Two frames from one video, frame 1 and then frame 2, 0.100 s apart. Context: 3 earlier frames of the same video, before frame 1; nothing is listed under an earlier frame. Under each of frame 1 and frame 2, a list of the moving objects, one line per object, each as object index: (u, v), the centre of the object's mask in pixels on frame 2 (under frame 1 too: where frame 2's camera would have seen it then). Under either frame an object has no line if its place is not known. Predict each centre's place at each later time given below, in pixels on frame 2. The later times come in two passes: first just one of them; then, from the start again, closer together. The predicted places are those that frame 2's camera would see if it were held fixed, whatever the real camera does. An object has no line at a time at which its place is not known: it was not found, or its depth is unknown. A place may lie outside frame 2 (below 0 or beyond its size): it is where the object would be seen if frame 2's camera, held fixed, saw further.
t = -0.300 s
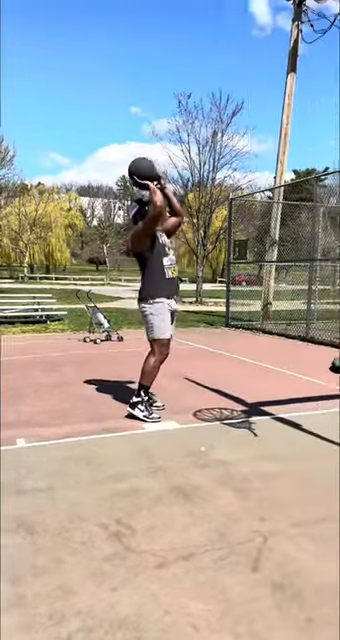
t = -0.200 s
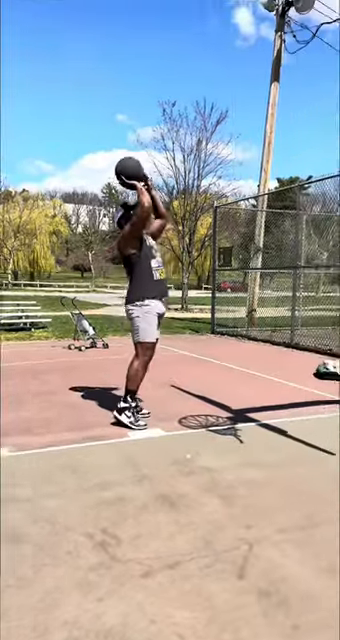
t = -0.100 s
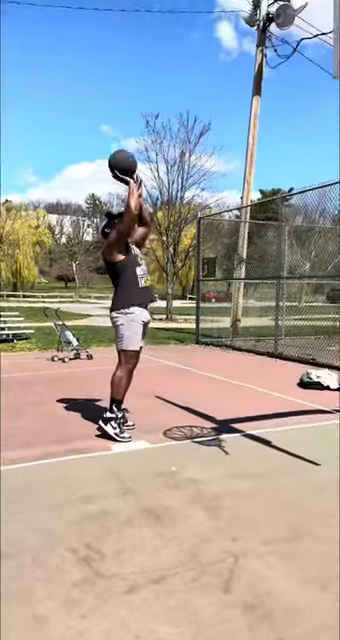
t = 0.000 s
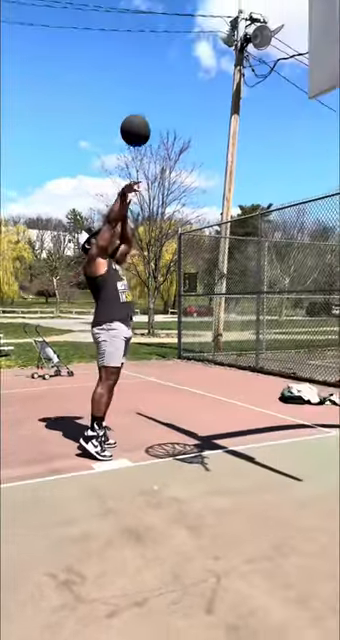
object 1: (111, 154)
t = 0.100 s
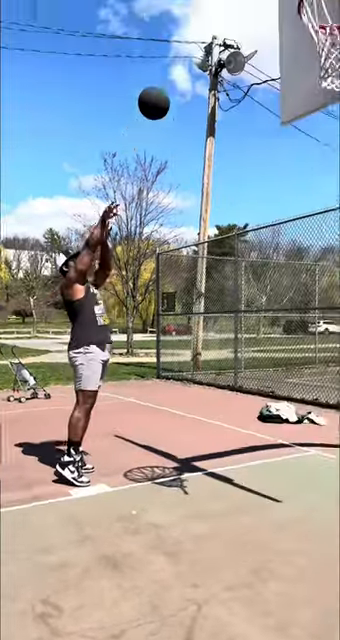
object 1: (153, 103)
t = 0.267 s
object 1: (232, 44)
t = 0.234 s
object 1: (215, 54)
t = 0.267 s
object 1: (232, 44)
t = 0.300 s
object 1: (250, 35)
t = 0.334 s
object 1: (270, 24)
